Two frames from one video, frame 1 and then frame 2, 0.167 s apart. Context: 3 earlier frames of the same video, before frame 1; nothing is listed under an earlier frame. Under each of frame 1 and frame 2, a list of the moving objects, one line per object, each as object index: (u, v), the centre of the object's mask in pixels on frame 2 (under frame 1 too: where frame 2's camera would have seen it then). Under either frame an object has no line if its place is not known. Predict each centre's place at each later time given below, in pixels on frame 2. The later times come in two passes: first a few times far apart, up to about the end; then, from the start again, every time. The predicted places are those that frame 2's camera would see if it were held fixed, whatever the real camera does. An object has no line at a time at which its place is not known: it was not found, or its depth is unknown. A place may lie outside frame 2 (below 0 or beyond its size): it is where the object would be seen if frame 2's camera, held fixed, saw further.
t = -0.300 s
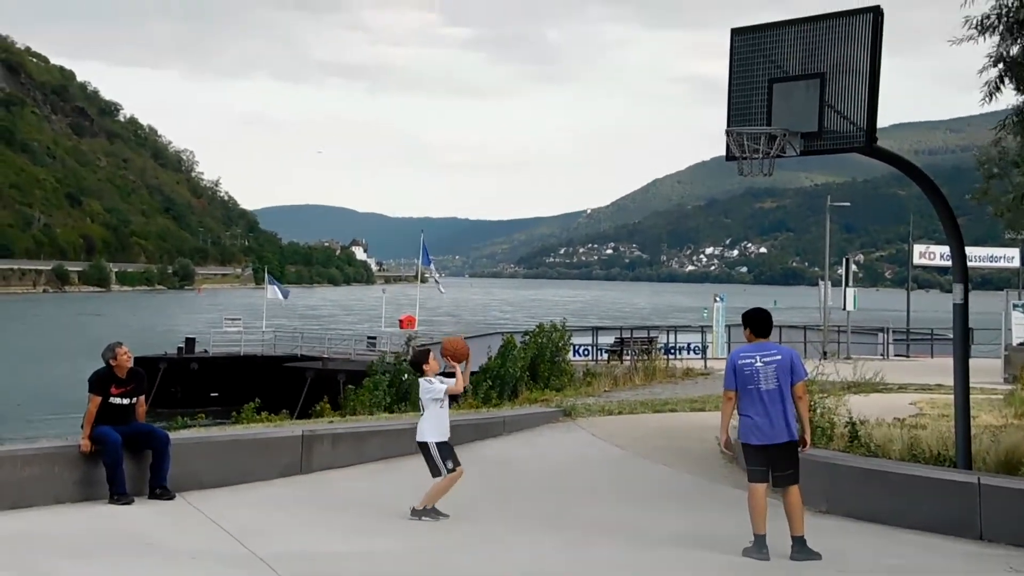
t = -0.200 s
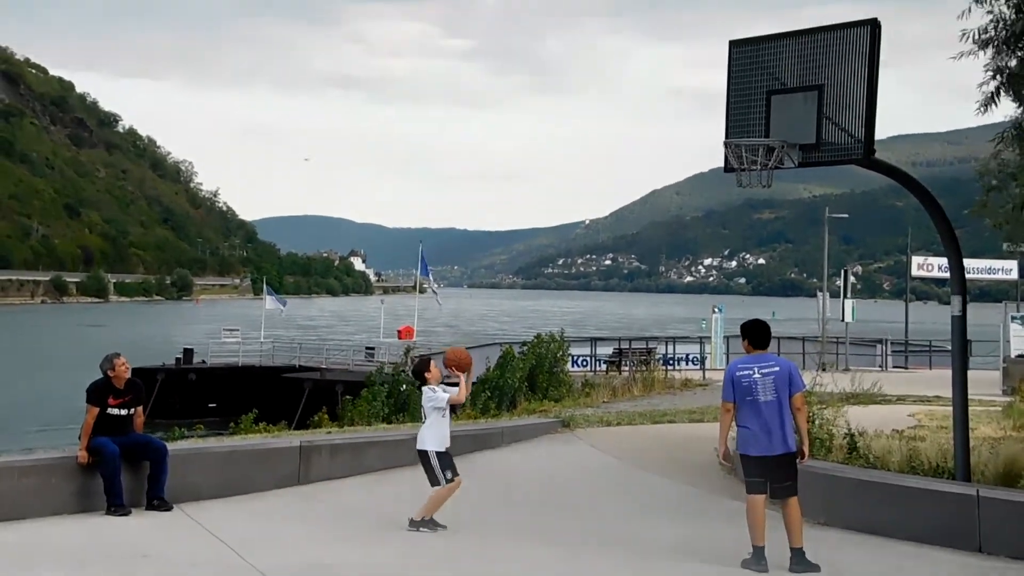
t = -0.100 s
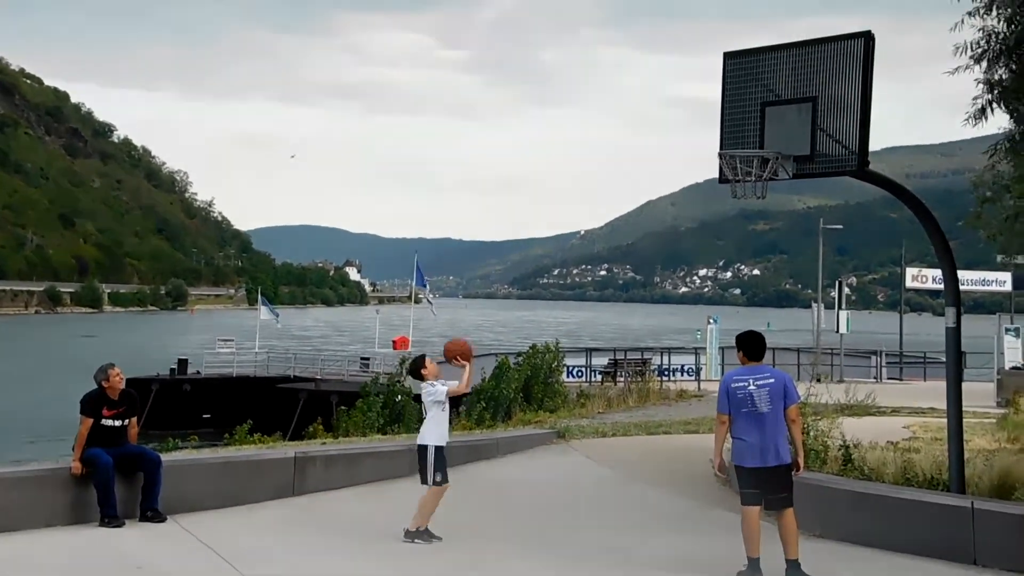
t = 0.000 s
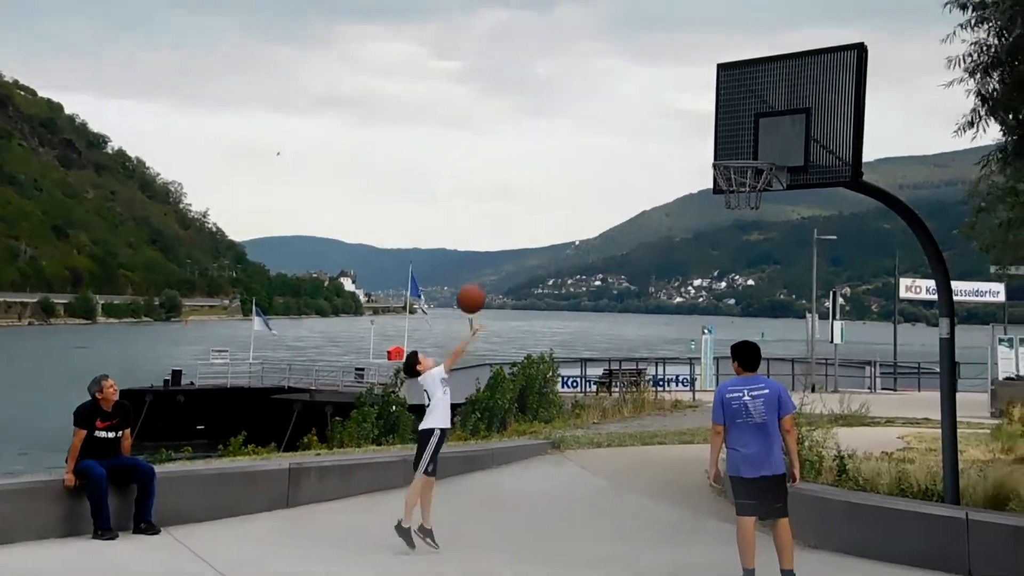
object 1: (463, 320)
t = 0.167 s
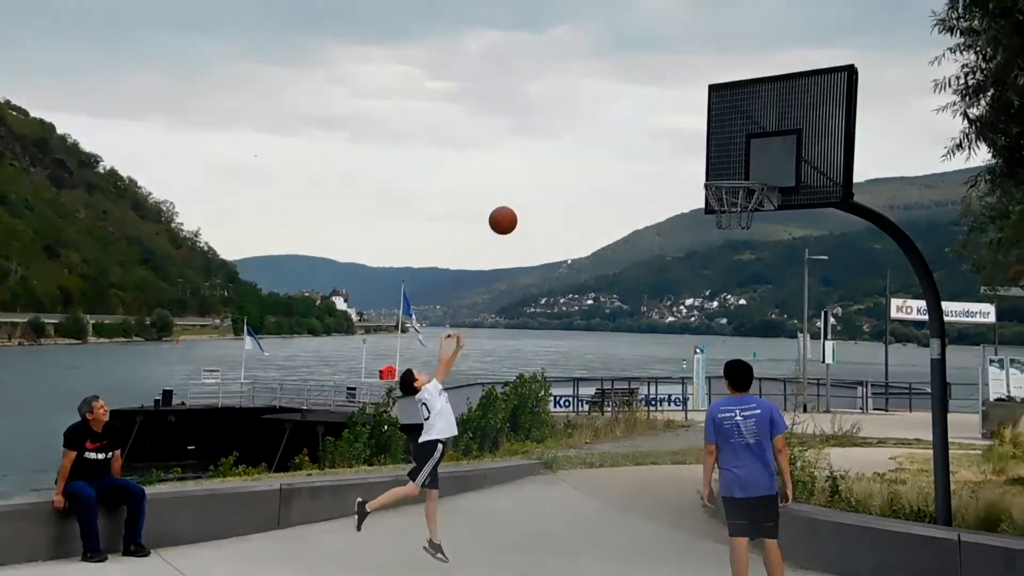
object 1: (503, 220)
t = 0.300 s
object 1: (535, 166)
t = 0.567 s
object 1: (597, 121)
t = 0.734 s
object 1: (634, 136)
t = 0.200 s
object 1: (511, 205)
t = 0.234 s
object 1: (519, 190)
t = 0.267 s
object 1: (527, 177)
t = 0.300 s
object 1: (535, 166)
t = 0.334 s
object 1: (543, 156)
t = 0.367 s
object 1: (550, 147)
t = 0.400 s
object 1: (558, 139)
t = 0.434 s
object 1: (566, 133)
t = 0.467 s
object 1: (574, 128)
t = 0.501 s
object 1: (581, 125)
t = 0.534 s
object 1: (589, 122)
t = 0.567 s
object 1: (597, 121)
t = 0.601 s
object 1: (604, 121)
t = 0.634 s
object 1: (612, 123)
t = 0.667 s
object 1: (619, 126)
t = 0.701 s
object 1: (626, 130)
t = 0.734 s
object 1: (634, 136)
